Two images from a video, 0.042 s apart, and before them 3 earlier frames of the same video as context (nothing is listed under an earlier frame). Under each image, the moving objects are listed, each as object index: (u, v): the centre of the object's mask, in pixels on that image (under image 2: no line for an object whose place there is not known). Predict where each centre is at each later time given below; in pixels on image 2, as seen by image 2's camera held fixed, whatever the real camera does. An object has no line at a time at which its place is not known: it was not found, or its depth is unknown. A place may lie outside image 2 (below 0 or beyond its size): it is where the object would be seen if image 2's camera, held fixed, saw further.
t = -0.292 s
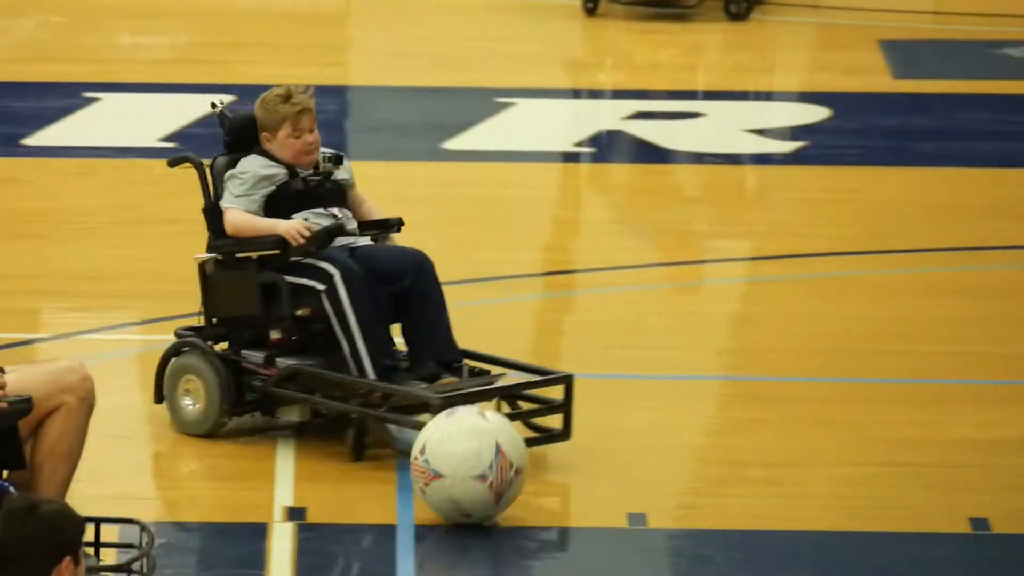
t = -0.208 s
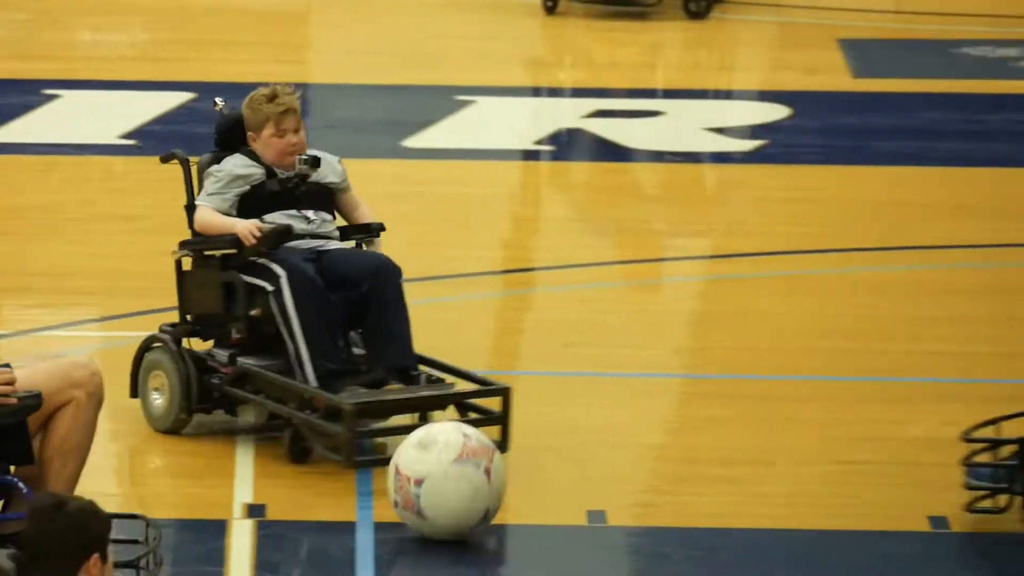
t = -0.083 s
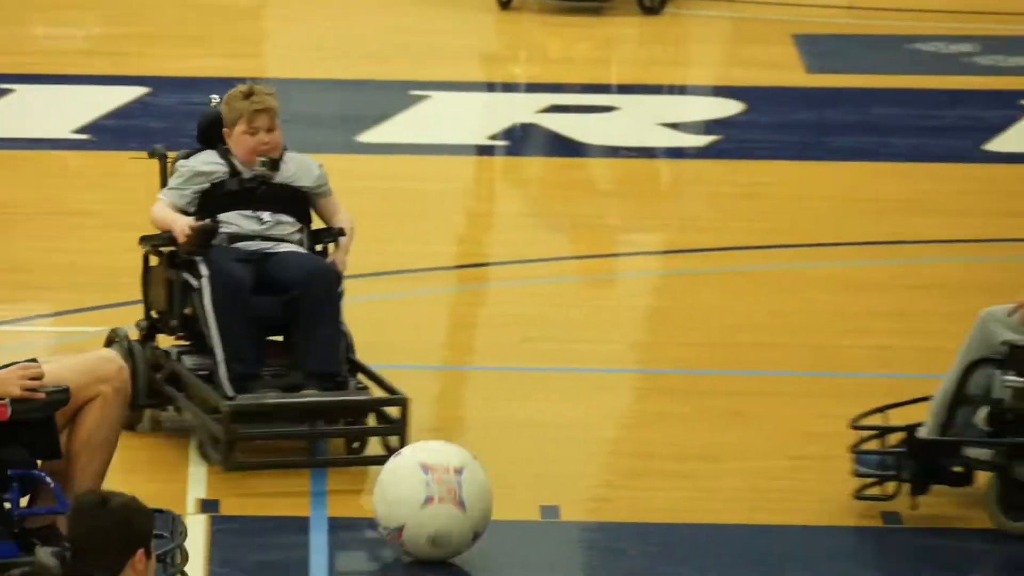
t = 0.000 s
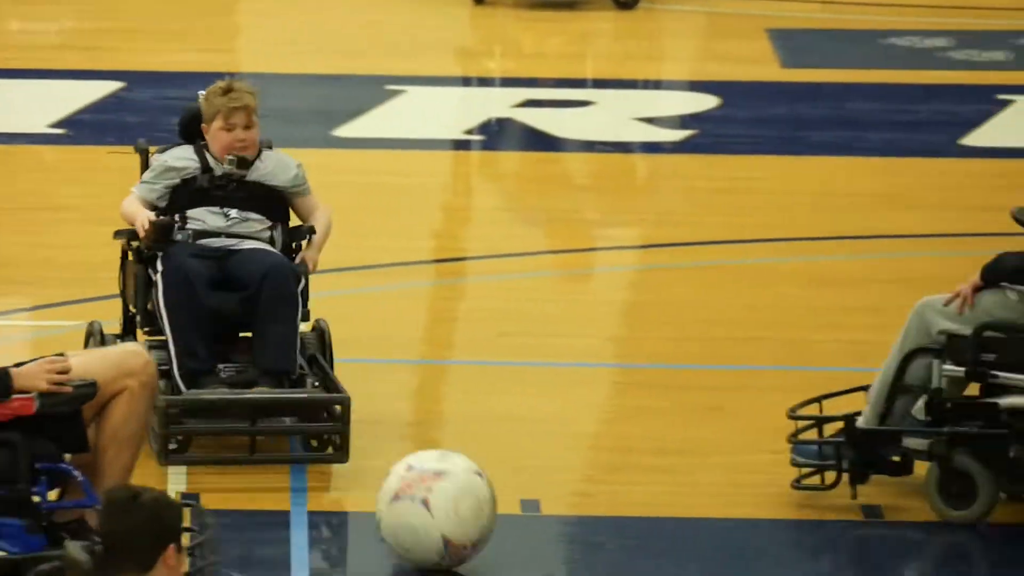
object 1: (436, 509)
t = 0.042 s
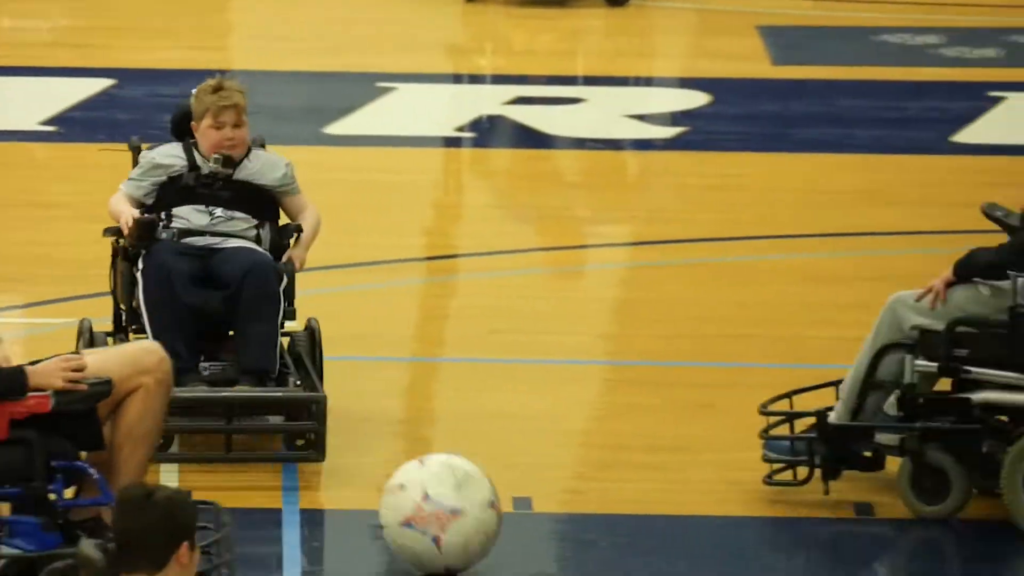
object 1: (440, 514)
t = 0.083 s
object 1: (453, 520)
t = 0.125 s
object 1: (467, 526)
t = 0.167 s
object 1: (478, 532)
